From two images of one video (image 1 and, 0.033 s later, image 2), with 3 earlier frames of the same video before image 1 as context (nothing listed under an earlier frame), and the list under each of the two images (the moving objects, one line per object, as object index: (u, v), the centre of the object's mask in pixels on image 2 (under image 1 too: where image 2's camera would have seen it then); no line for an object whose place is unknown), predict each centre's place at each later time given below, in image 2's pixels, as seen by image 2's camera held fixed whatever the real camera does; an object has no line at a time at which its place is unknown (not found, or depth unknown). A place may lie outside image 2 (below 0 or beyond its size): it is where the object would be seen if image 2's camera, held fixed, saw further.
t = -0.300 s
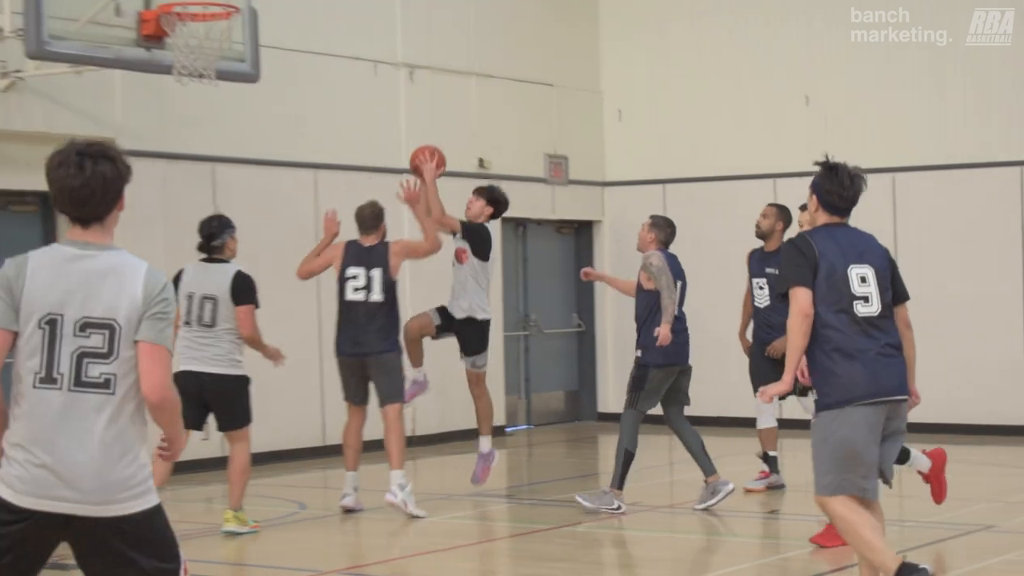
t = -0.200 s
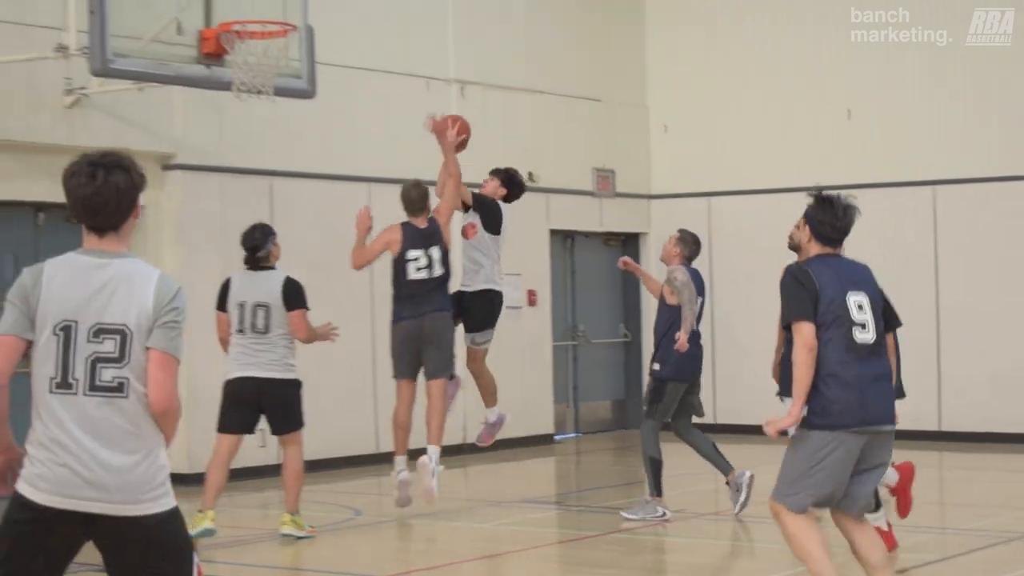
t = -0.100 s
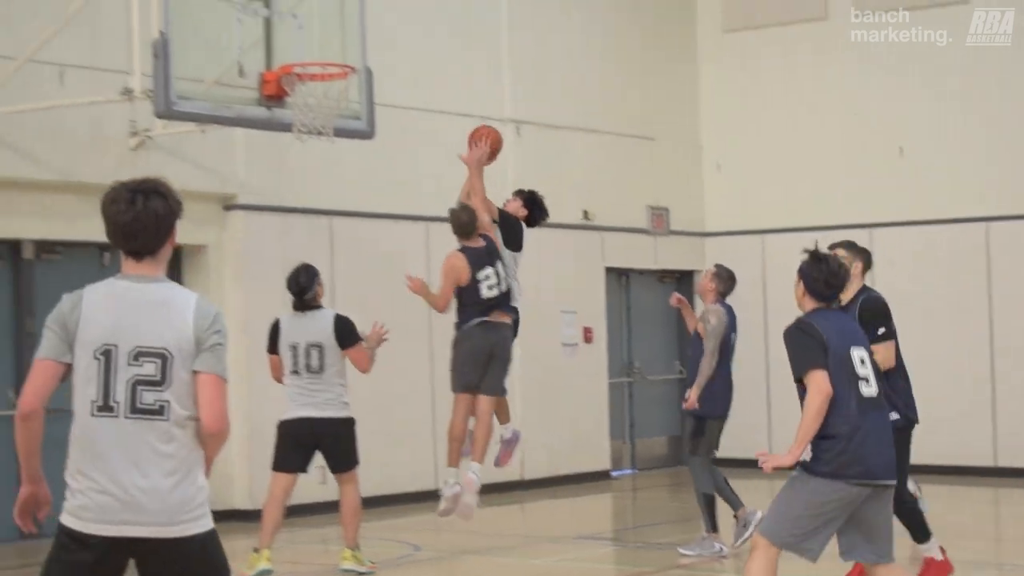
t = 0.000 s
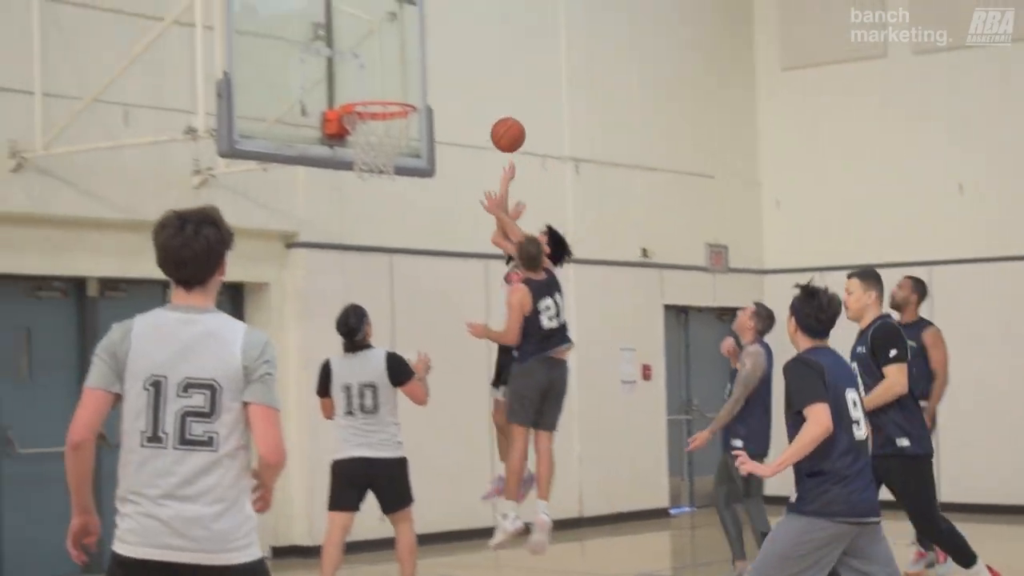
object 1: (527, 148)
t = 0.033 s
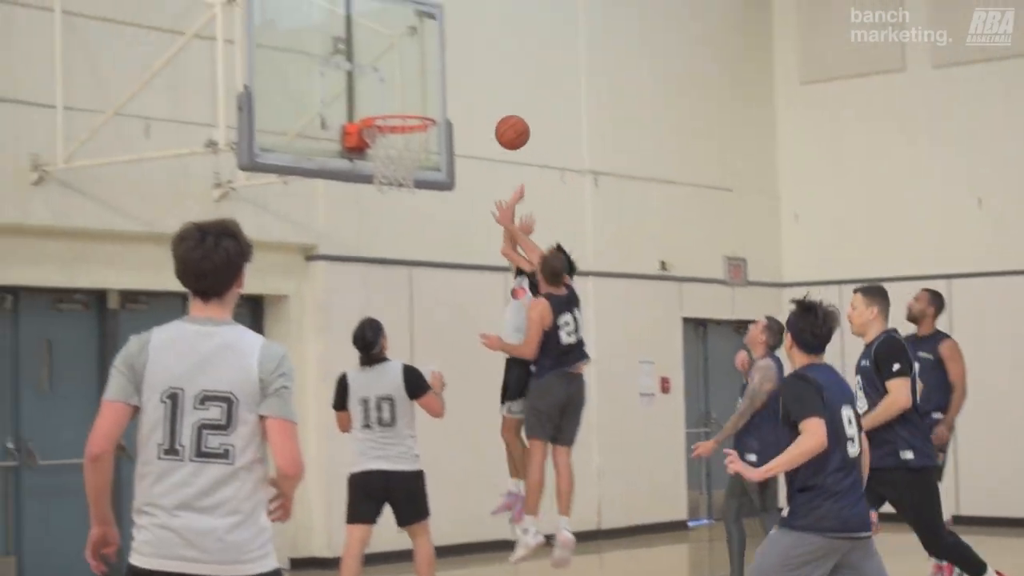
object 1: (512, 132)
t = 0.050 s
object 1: (505, 125)
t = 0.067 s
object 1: (497, 118)
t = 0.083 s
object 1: (490, 111)
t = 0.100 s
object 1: (483, 105)
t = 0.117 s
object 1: (476, 100)
